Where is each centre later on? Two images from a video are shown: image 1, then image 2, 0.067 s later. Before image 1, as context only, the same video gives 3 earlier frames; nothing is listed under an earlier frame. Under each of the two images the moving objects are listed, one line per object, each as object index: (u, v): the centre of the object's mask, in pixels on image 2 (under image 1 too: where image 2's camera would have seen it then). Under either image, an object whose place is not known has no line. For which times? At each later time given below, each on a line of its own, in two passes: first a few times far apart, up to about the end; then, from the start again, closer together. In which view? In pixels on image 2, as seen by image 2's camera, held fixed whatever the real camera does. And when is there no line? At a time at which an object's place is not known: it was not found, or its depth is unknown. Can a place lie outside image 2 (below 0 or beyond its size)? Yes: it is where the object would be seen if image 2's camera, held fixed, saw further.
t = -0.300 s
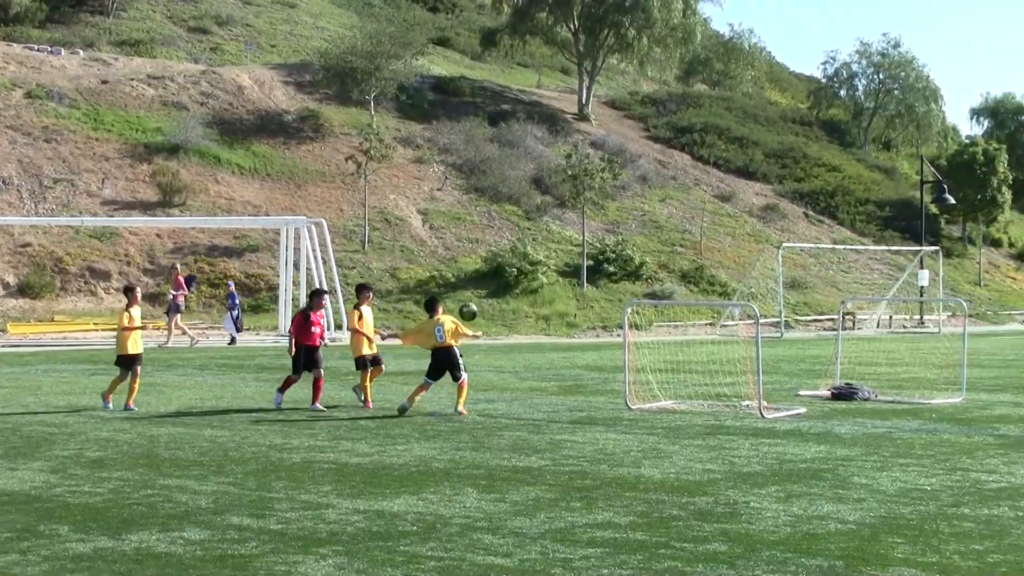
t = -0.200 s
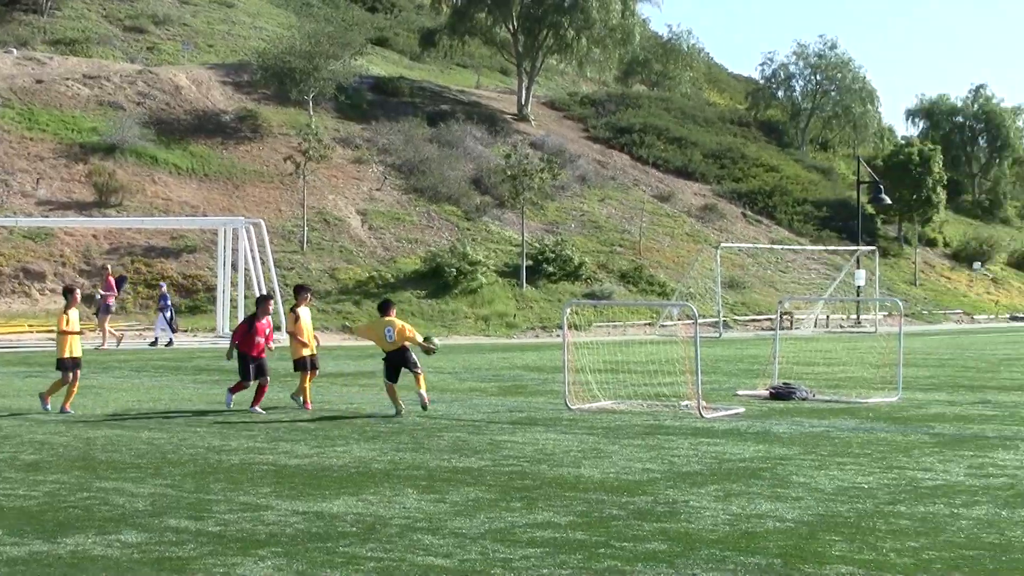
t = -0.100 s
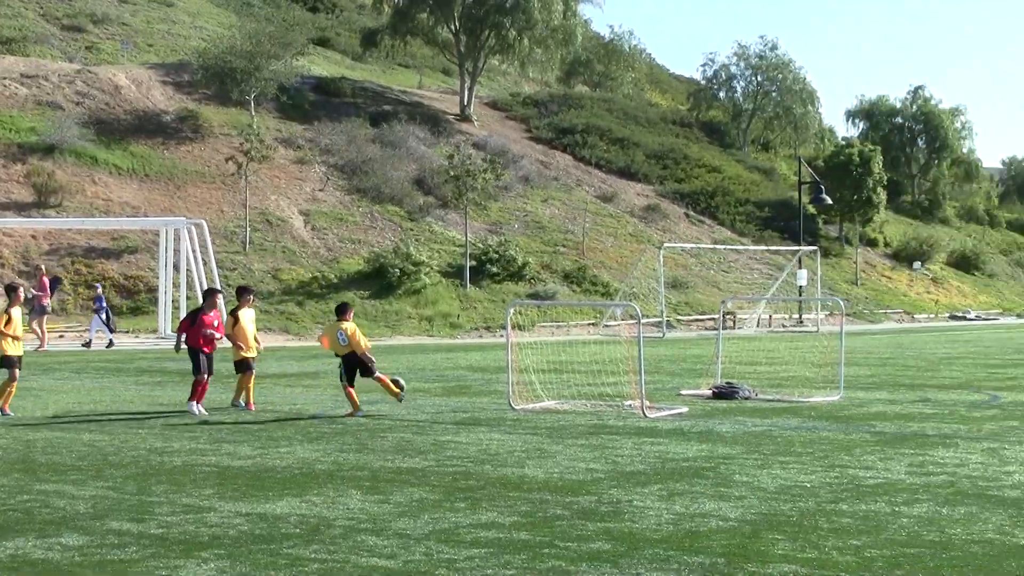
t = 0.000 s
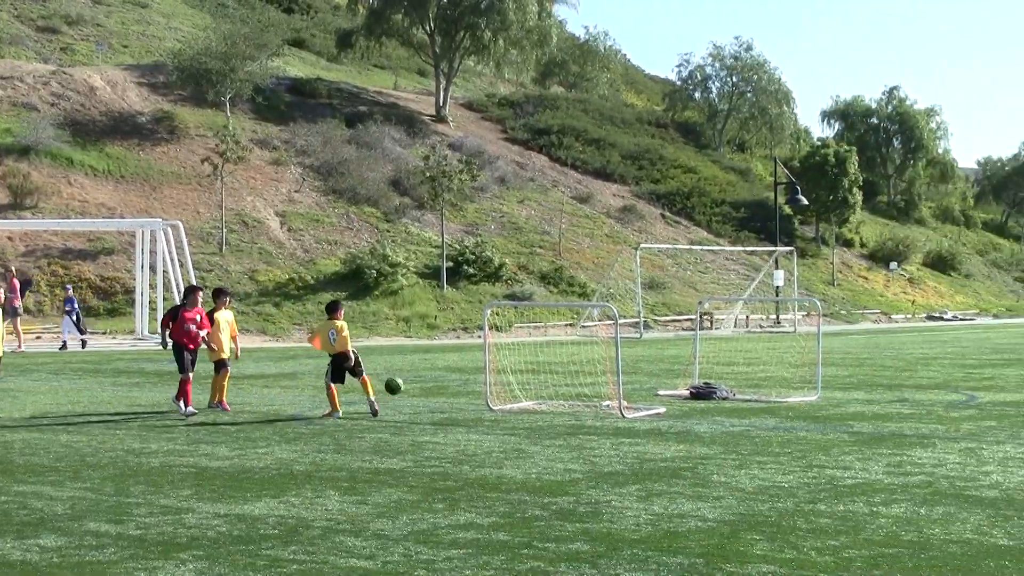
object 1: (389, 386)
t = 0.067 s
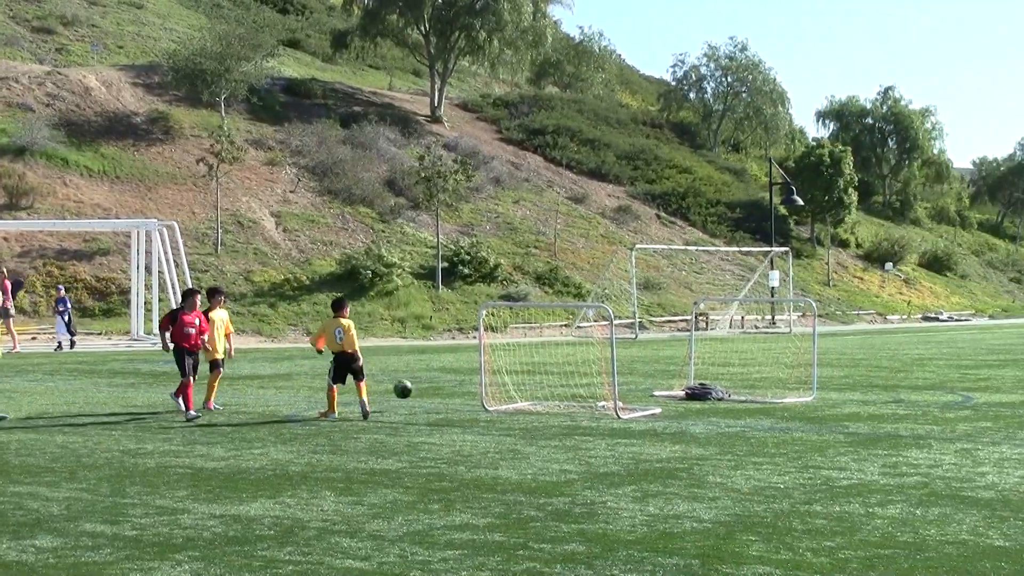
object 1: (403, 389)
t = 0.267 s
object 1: (437, 389)
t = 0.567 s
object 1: (479, 388)
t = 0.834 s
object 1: (516, 385)
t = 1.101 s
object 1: (548, 385)
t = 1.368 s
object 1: (577, 381)
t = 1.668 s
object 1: (607, 378)
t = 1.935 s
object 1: (631, 375)
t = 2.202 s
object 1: (652, 372)
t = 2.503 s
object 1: (672, 370)
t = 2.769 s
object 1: (688, 368)
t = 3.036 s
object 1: (705, 367)
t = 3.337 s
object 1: (722, 365)
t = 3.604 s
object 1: (734, 364)
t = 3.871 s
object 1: (748, 362)
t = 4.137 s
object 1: (758, 362)
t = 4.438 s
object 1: (770, 361)
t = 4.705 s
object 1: (781, 360)
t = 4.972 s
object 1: (789, 359)
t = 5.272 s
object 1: (800, 358)
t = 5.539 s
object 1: (806, 358)
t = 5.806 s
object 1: (812, 358)
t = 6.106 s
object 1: (820, 358)
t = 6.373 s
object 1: (824, 358)
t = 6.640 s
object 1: (828, 357)
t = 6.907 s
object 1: (831, 357)
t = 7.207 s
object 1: (832, 357)
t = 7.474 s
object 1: (832, 357)
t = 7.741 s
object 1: (832, 358)
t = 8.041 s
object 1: (831, 358)
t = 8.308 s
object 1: (832, 358)
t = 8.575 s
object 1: (831, 358)
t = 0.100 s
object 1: (410, 392)
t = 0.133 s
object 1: (416, 396)
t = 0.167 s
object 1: (422, 400)
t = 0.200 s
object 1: (427, 395)
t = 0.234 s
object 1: (432, 391)
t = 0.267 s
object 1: (437, 389)
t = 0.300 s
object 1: (442, 387)
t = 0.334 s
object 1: (447, 387)
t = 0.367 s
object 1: (452, 387)
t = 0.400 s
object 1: (457, 388)
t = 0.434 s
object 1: (462, 390)
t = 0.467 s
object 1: (466, 392)
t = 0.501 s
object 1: (471, 393)
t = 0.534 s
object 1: (474, 390)
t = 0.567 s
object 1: (479, 388)
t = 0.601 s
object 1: (486, 386)
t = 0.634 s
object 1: (490, 386)
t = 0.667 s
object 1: (494, 386)
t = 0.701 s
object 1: (498, 388)
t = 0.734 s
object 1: (503, 390)
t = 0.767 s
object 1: (507, 388)
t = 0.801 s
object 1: (511, 386)
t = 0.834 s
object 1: (516, 385)
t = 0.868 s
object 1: (520, 386)
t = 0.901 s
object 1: (524, 386)
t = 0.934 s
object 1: (528, 387)
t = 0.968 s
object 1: (532, 386)
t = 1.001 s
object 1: (536, 385)
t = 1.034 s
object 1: (539, 384)
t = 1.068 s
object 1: (544, 384)
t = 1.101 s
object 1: (548, 385)
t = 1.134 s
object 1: (552, 383)
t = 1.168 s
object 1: (555, 382)
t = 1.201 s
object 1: (558, 382)
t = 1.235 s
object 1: (563, 383)
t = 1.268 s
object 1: (566, 381)
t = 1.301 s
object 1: (570, 381)
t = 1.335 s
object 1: (574, 381)
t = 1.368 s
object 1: (577, 381)
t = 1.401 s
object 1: (581, 381)
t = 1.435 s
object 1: (584, 380)
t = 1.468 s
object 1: (588, 379)
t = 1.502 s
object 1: (592, 379)
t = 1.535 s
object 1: (595, 379)
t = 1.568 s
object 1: (598, 378)
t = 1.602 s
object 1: (600, 378)
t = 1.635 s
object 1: (604, 378)
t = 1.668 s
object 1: (607, 378)
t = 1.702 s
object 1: (609, 377)
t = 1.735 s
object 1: (613, 377)
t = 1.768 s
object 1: (616, 376)
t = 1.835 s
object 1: (623, 376)
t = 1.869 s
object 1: (625, 376)
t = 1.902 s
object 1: (628, 375)
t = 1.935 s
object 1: (631, 375)
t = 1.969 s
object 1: (633, 374)
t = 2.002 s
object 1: (636, 374)
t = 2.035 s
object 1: (639, 374)
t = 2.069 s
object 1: (641, 374)
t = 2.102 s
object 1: (644, 373)
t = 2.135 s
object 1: (646, 373)
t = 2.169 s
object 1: (649, 372)
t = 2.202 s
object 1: (652, 372)
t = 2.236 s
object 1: (654, 372)
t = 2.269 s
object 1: (657, 372)
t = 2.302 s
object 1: (659, 371)
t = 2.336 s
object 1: (661, 371)
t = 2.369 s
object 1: (663, 371)
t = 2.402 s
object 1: (666, 370)
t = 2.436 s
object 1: (668, 369)
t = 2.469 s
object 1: (670, 370)
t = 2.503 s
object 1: (672, 370)
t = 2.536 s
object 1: (674, 369)
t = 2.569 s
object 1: (676, 369)
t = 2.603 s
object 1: (679, 369)
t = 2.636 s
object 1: (681, 369)
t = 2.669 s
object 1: (683, 369)
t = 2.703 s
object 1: (684, 368)
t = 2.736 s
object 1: (685, 369)
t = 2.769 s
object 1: (688, 368)
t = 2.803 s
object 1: (692, 368)
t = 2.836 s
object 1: (696, 367)
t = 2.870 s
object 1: (697, 367)
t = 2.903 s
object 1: (698, 367)
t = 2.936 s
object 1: (699, 367)
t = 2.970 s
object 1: (701, 367)
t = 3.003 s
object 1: (703, 367)
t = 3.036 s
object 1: (705, 367)
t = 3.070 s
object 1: (707, 366)
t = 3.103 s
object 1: (708, 366)
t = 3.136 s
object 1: (710, 366)
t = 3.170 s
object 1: (712, 366)
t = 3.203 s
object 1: (714, 366)
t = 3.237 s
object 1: (716, 366)
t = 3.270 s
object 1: (718, 366)
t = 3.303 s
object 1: (719, 365)
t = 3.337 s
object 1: (722, 365)
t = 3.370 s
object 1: (723, 365)
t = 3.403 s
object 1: (725, 365)
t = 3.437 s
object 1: (727, 364)
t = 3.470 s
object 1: (728, 364)
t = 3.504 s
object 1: (730, 364)
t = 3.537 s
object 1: (732, 364)
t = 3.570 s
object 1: (733, 364)
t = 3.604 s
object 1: (734, 364)
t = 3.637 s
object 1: (736, 364)
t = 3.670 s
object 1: (737, 363)
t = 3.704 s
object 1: (739, 363)
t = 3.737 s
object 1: (740, 363)
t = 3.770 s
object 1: (742, 363)
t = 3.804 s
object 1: (743, 362)
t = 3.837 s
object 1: (745, 362)
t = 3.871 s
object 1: (748, 362)
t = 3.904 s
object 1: (748, 362)
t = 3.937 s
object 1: (750, 362)
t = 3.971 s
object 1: (751, 362)
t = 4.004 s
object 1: (753, 362)
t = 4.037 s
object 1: (754, 362)
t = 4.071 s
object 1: (755, 362)
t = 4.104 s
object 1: (757, 362)
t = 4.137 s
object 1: (758, 362)
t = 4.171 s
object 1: (760, 362)
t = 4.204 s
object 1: (761, 362)
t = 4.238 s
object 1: (763, 361)
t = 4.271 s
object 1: (764, 362)
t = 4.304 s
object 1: (766, 361)
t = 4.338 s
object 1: (767, 361)
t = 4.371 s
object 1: (768, 361)
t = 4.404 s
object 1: (769, 361)
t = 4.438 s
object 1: (770, 361)
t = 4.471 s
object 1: (773, 360)
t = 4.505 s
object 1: (774, 360)
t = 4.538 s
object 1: (775, 360)
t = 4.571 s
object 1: (776, 360)
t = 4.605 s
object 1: (777, 360)
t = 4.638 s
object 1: (778, 360)
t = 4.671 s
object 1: (779, 360)
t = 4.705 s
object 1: (781, 360)
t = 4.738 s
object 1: (782, 360)
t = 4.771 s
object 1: (784, 360)
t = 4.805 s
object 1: (785, 359)
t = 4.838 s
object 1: (785, 359)
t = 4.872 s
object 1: (786, 359)
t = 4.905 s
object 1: (787, 359)
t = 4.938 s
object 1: (788, 360)
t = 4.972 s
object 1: (789, 359)
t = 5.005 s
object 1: (791, 359)
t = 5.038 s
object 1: (791, 359)
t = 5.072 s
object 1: (794, 359)
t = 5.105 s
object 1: (794, 359)
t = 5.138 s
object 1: (796, 359)
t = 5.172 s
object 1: (797, 359)
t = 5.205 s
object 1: (798, 359)
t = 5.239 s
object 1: (799, 359)
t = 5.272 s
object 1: (800, 358)
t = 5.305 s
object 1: (800, 358)
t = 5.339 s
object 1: (801, 358)
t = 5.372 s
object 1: (802, 358)
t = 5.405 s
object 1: (802, 358)
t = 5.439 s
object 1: (803, 358)
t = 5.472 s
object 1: (805, 358)
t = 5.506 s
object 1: (805, 358)
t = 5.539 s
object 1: (806, 358)
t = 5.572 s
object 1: (806, 358)
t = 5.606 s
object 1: (807, 358)
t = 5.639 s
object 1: (808, 358)
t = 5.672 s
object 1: (808, 358)
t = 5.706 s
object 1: (808, 358)
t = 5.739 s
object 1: (811, 358)
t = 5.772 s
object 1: (812, 359)
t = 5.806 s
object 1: (812, 358)
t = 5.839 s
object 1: (815, 358)
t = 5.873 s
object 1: (815, 358)
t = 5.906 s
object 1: (817, 358)
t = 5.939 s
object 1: (817, 358)
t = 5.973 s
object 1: (818, 358)
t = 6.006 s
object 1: (819, 358)
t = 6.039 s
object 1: (820, 358)
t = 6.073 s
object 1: (820, 358)
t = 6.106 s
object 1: (820, 358)
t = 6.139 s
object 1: (820, 358)
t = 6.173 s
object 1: (821, 358)
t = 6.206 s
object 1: (821, 358)
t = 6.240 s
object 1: (821, 358)
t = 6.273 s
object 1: (822, 358)
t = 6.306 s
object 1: (822, 358)
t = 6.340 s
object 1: (823, 358)
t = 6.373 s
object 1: (824, 358)
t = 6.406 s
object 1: (825, 358)
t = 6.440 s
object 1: (825, 358)
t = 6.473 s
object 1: (826, 358)
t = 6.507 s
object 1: (826, 357)
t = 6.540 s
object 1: (827, 357)
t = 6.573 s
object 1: (827, 357)
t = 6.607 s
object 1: (827, 358)
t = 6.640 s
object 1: (828, 357)
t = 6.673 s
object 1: (828, 357)
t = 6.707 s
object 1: (829, 357)
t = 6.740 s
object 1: (829, 357)
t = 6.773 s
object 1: (829, 357)
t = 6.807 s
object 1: (829, 358)
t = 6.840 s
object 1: (830, 357)
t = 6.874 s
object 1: (830, 357)
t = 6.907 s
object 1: (831, 357)
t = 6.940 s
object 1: (831, 357)
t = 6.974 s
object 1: (831, 357)
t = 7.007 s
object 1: (832, 357)
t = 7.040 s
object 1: (832, 357)
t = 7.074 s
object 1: (832, 357)
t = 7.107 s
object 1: (832, 357)
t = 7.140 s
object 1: (832, 357)
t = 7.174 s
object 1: (832, 357)
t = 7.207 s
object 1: (832, 357)
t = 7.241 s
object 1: (832, 357)
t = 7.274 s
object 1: (832, 357)
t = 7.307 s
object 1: (832, 357)
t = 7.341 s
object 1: (832, 357)
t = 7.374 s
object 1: (832, 357)
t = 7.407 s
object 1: (832, 357)
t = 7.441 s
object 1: (832, 357)
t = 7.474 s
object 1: (832, 357)
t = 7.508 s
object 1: (832, 357)
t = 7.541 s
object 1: (832, 357)
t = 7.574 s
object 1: (832, 357)
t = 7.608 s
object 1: (832, 357)
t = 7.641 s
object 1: (831, 357)
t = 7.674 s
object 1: (831, 357)
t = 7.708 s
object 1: (832, 357)
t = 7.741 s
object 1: (832, 358)
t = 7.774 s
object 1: (832, 357)
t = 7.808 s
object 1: (831, 357)
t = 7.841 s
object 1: (831, 357)
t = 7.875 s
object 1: (831, 357)
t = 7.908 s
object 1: (831, 357)
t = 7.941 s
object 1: (831, 358)
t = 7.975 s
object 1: (831, 357)
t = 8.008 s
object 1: (831, 358)
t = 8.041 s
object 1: (831, 358)
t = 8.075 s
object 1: (831, 358)
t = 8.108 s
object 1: (831, 358)
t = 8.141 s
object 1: (831, 357)
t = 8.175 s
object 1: (831, 358)
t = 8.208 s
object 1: (831, 358)
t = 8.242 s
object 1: (832, 358)
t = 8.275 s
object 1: (832, 358)
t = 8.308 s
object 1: (832, 358)
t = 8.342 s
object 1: (832, 358)
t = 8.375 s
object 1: (831, 358)
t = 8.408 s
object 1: (831, 358)
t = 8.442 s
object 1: (832, 357)
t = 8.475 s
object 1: (831, 358)
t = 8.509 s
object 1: (831, 358)
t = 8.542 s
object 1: (831, 358)
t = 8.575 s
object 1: (831, 358)
